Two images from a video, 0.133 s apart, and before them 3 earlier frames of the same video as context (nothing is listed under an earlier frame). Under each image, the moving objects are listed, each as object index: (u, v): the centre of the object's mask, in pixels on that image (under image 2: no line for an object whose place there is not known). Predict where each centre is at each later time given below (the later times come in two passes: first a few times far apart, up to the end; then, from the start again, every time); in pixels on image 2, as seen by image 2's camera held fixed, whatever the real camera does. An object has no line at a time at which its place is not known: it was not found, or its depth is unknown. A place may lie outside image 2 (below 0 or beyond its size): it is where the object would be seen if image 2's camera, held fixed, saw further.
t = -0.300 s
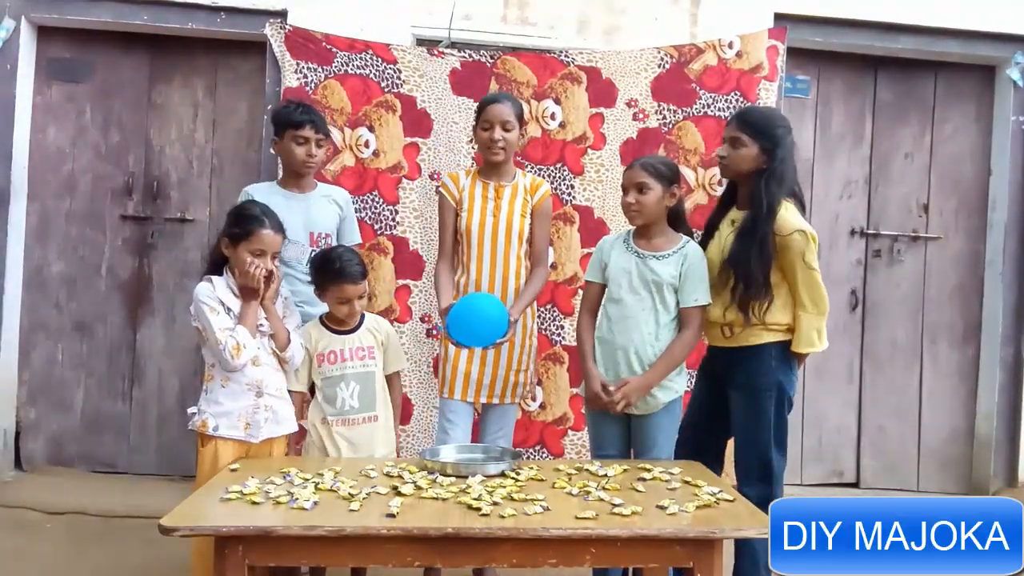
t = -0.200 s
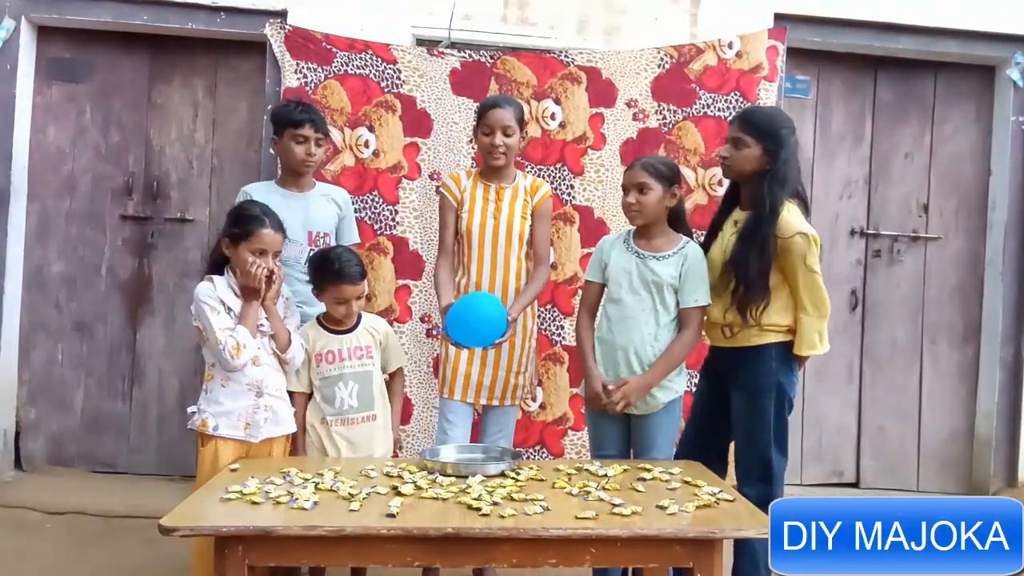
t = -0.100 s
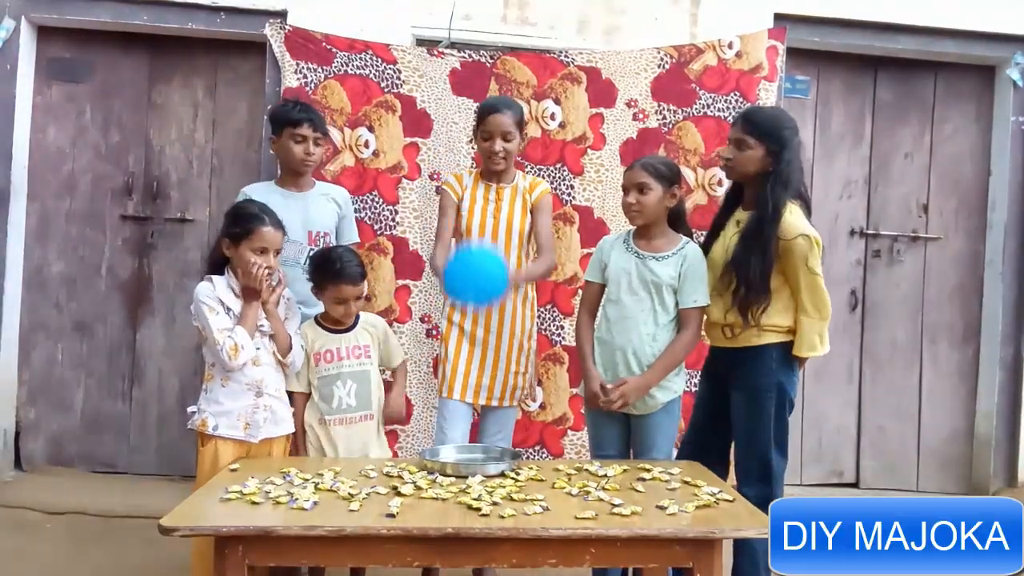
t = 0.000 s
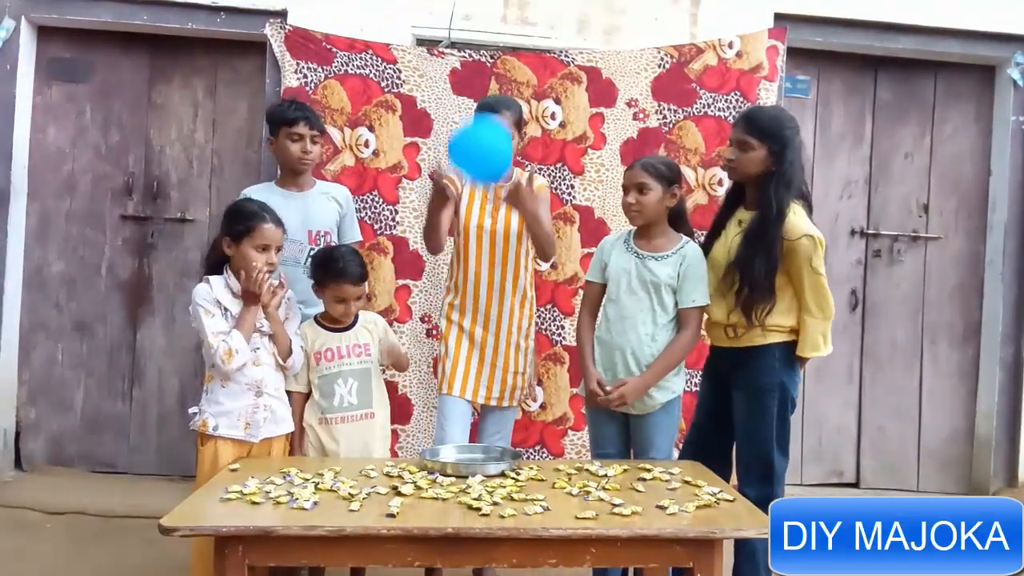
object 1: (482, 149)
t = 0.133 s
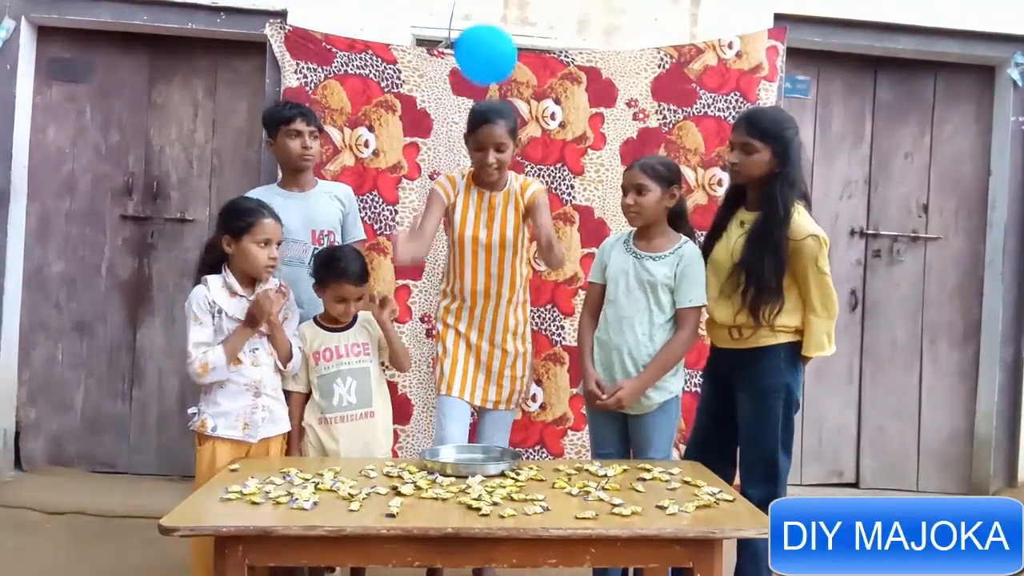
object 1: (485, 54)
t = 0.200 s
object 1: (488, 29)
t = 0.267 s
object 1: (490, 20)
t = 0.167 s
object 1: (486, 40)
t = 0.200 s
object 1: (488, 29)
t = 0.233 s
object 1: (489, 23)
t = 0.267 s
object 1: (490, 20)
